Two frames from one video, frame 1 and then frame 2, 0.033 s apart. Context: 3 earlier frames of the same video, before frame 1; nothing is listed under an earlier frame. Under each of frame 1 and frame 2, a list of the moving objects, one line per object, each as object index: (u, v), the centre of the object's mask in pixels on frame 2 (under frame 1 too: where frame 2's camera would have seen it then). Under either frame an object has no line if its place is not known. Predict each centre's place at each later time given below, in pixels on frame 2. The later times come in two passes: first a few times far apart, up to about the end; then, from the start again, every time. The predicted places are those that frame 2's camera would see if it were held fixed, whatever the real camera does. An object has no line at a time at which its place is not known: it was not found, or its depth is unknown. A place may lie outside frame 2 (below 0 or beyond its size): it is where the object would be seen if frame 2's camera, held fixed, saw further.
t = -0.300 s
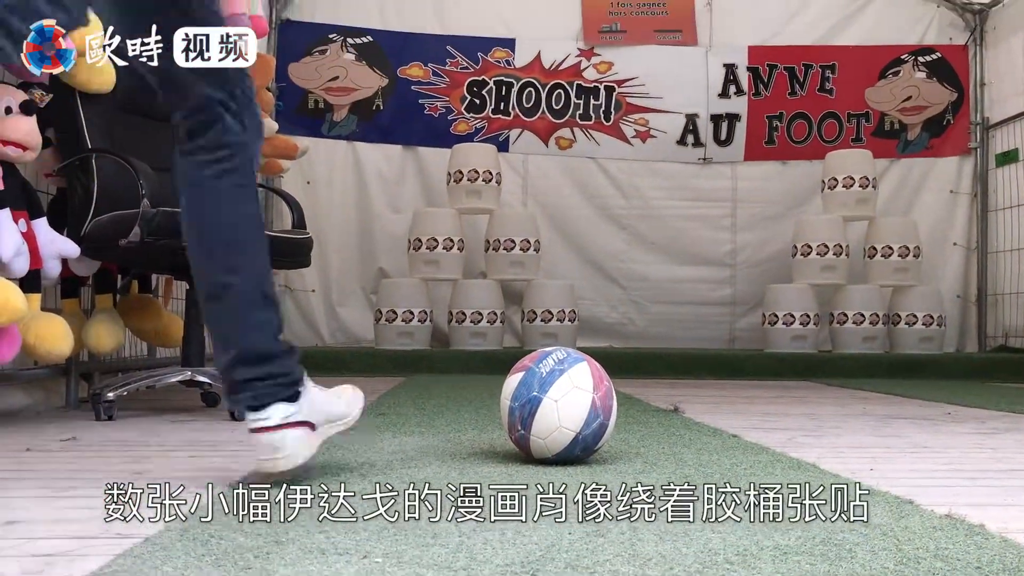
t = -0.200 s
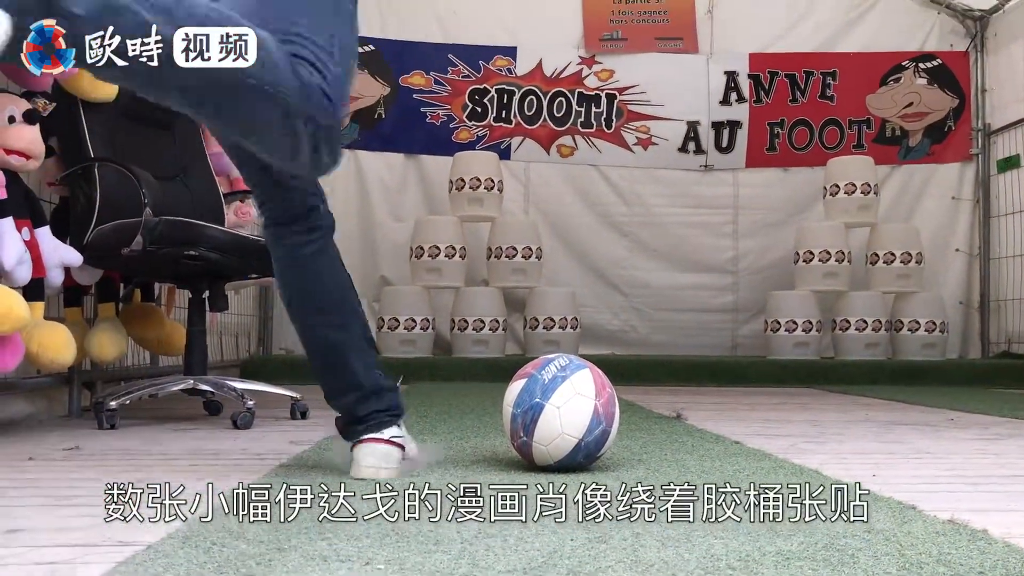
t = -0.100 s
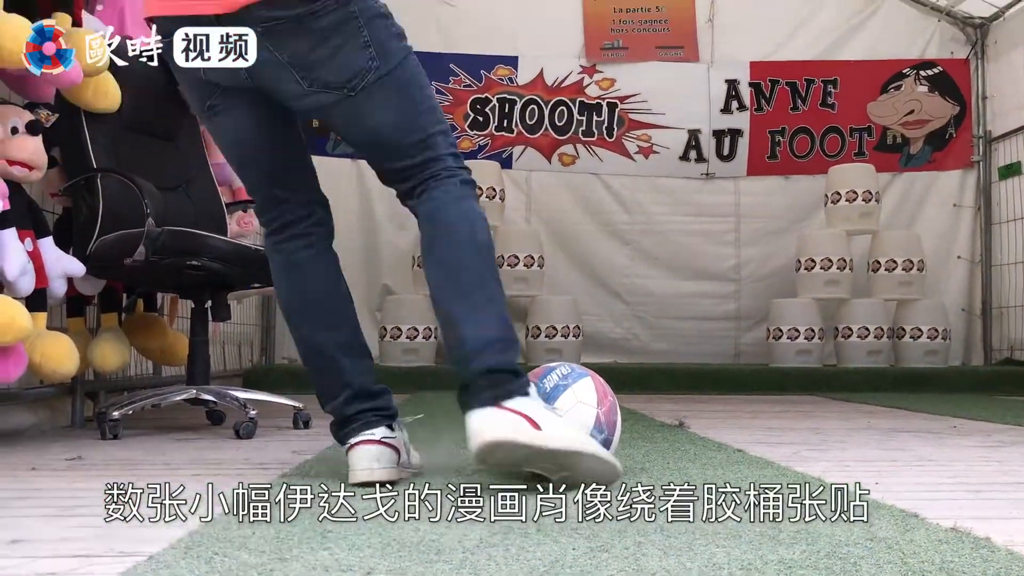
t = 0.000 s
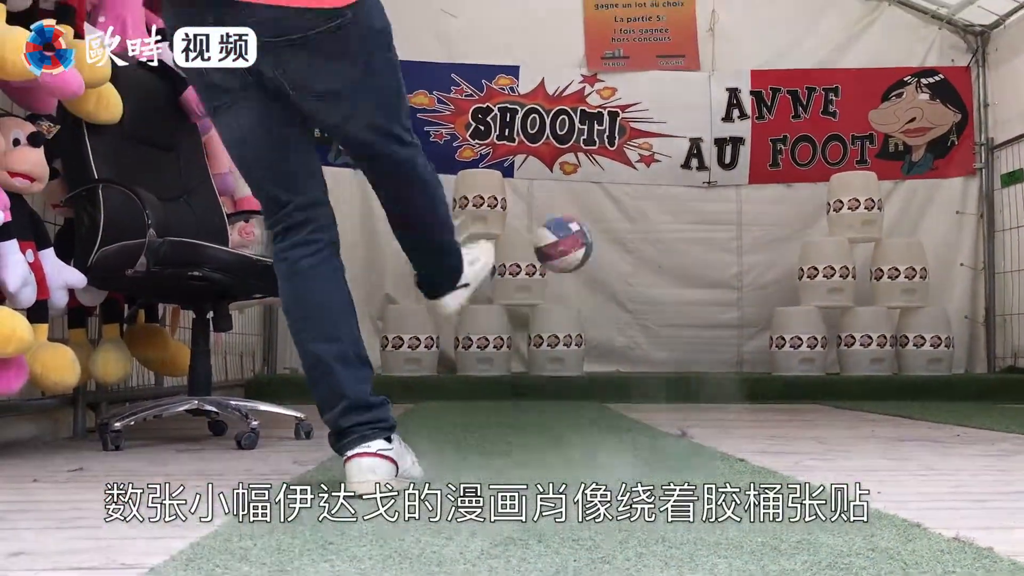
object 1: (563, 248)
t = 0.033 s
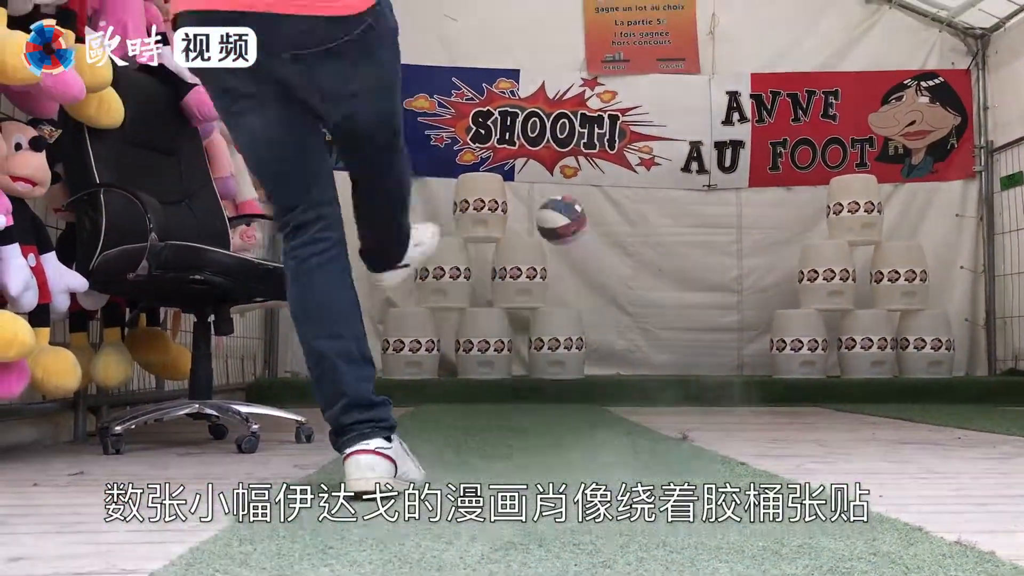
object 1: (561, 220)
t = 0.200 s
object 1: (554, 187)
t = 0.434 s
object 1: (595, 344)
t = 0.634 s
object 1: (669, 325)
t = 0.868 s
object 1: (753, 332)
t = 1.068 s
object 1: (724, 339)
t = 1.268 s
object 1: (703, 348)
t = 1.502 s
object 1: (686, 366)
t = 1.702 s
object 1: (674, 362)
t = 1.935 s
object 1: (668, 371)
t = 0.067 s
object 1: (558, 202)
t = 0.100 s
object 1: (555, 191)
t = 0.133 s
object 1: (552, 182)
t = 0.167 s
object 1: (550, 177)
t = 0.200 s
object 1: (554, 187)
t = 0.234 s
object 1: (556, 203)
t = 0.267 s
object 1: (561, 222)
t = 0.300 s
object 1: (565, 243)
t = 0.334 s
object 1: (569, 266)
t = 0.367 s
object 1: (573, 292)
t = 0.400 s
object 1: (587, 319)
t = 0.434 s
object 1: (595, 344)
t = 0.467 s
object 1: (604, 362)
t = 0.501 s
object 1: (617, 355)
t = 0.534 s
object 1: (630, 345)
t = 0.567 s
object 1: (643, 336)
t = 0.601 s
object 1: (655, 329)
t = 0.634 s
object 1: (669, 325)
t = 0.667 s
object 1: (682, 321)
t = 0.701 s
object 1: (695, 319)
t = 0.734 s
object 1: (708, 319)
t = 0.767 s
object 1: (721, 321)
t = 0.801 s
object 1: (734, 324)
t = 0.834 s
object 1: (746, 330)
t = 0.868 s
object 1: (753, 332)
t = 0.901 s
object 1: (748, 329)
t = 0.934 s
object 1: (744, 327)
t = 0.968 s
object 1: (738, 328)
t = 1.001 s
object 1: (733, 330)
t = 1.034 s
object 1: (729, 334)
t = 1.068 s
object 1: (724, 339)
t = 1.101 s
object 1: (719, 346)
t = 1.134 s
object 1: (715, 354)
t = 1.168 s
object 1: (711, 362)
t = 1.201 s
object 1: (708, 356)
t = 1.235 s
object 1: (705, 352)
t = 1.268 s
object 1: (703, 348)
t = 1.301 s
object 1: (699, 347)
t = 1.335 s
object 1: (697, 347)
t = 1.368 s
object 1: (695, 348)
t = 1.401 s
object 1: (693, 351)
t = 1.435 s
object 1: (690, 355)
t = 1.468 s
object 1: (688, 361)
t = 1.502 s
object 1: (686, 366)
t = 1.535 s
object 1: (685, 371)
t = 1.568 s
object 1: (682, 370)
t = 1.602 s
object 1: (679, 367)
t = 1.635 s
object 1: (677, 365)
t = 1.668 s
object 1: (675, 363)
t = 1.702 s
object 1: (674, 362)
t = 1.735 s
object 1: (672, 361)
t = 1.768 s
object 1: (672, 362)
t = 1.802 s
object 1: (672, 363)
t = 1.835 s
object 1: (671, 364)
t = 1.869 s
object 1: (670, 367)
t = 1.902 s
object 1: (669, 369)
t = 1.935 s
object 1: (668, 371)
